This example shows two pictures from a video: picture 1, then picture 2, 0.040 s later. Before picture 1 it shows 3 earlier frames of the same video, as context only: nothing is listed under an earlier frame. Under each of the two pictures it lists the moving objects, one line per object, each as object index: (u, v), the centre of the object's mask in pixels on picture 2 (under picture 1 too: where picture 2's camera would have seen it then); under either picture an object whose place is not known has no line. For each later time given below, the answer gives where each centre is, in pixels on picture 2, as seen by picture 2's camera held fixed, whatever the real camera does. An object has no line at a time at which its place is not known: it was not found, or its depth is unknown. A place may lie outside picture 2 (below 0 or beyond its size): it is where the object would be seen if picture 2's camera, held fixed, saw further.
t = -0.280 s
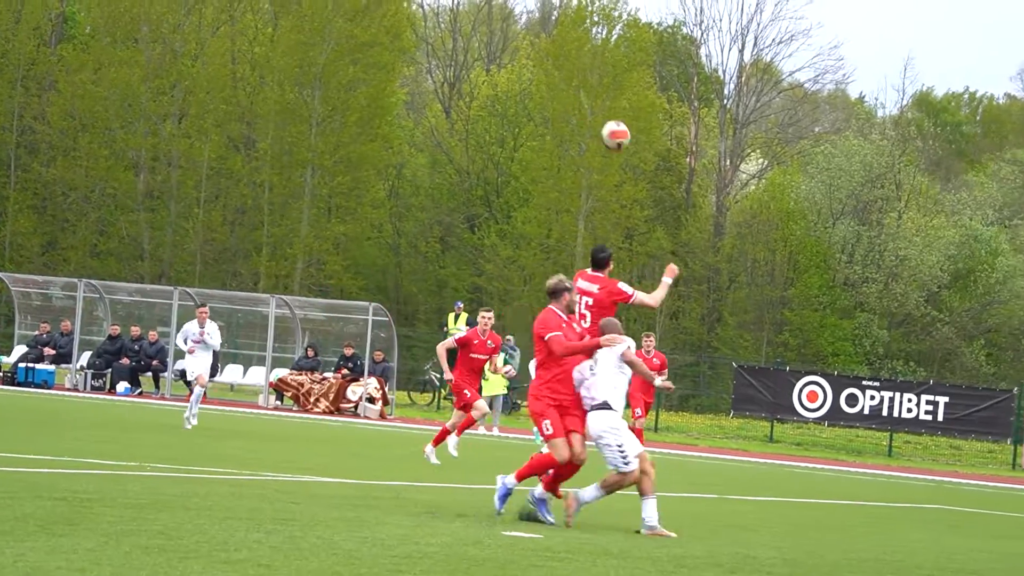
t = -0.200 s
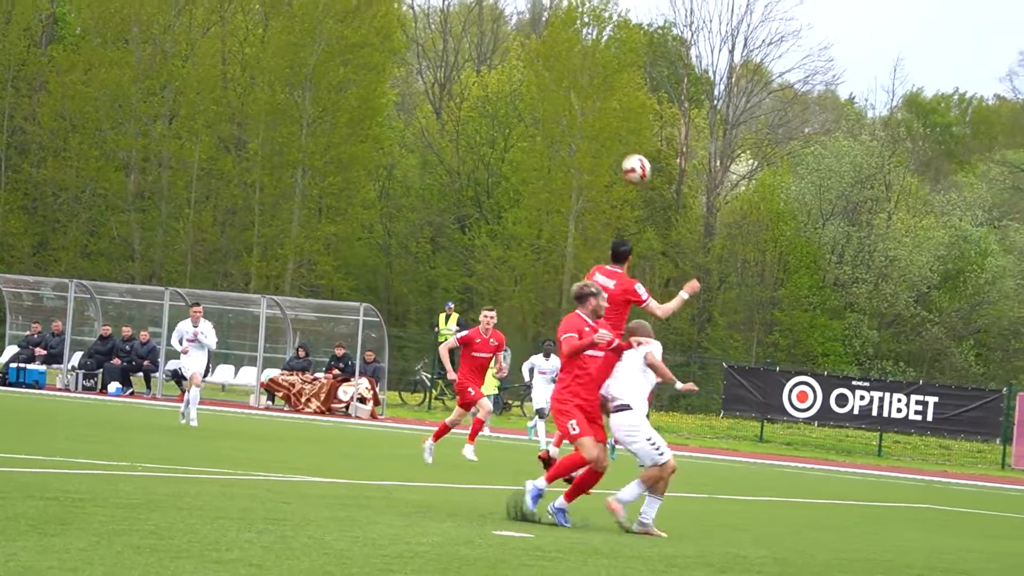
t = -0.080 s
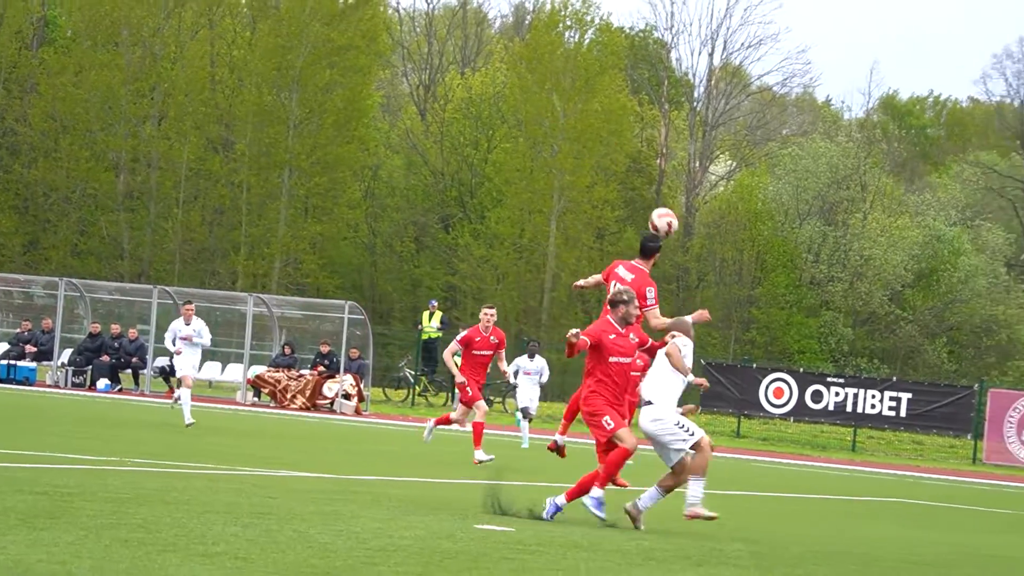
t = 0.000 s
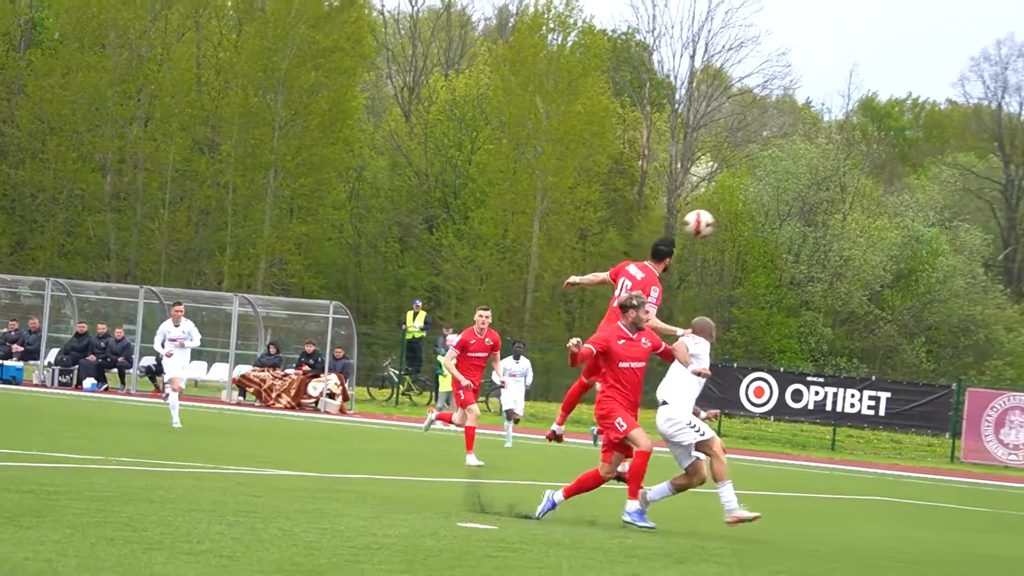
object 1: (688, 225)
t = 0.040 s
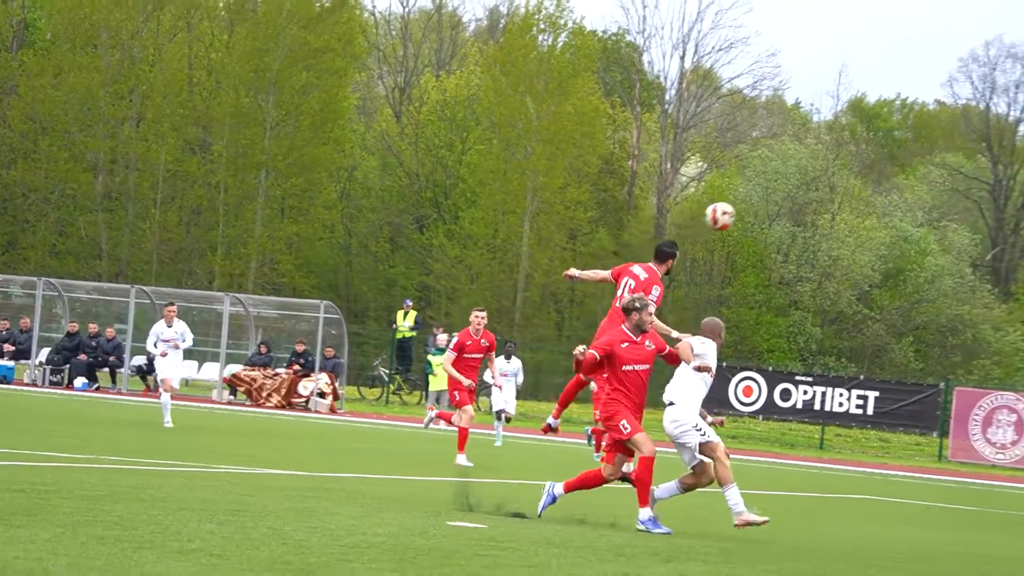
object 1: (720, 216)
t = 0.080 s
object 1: (752, 207)
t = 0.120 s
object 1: (785, 199)
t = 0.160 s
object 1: (817, 192)
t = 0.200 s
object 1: (850, 186)
